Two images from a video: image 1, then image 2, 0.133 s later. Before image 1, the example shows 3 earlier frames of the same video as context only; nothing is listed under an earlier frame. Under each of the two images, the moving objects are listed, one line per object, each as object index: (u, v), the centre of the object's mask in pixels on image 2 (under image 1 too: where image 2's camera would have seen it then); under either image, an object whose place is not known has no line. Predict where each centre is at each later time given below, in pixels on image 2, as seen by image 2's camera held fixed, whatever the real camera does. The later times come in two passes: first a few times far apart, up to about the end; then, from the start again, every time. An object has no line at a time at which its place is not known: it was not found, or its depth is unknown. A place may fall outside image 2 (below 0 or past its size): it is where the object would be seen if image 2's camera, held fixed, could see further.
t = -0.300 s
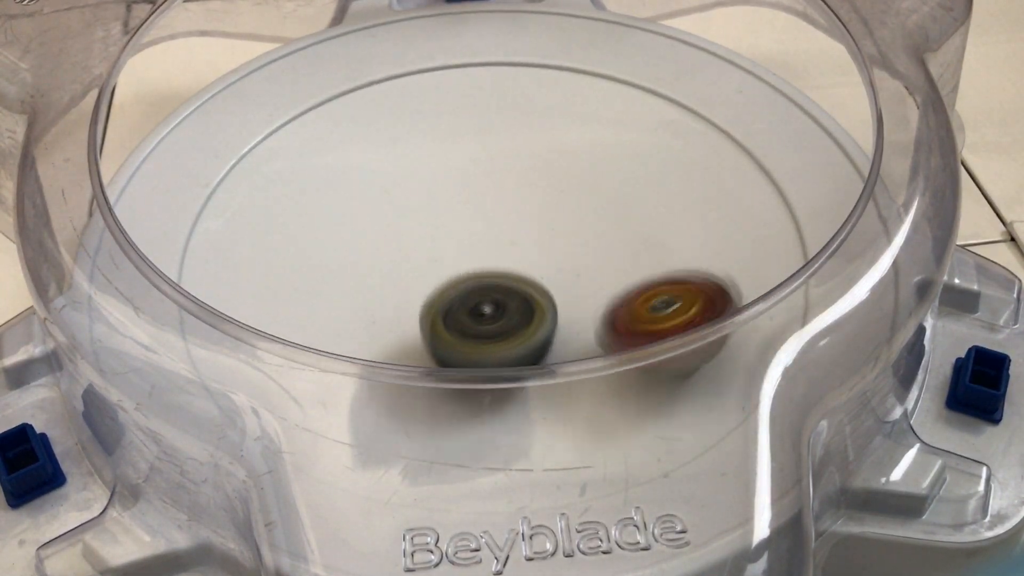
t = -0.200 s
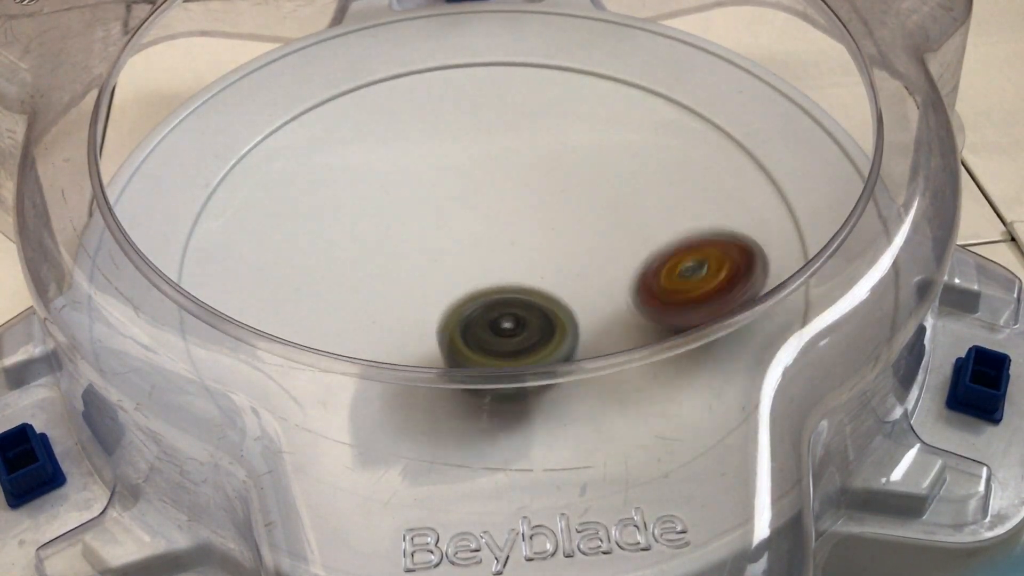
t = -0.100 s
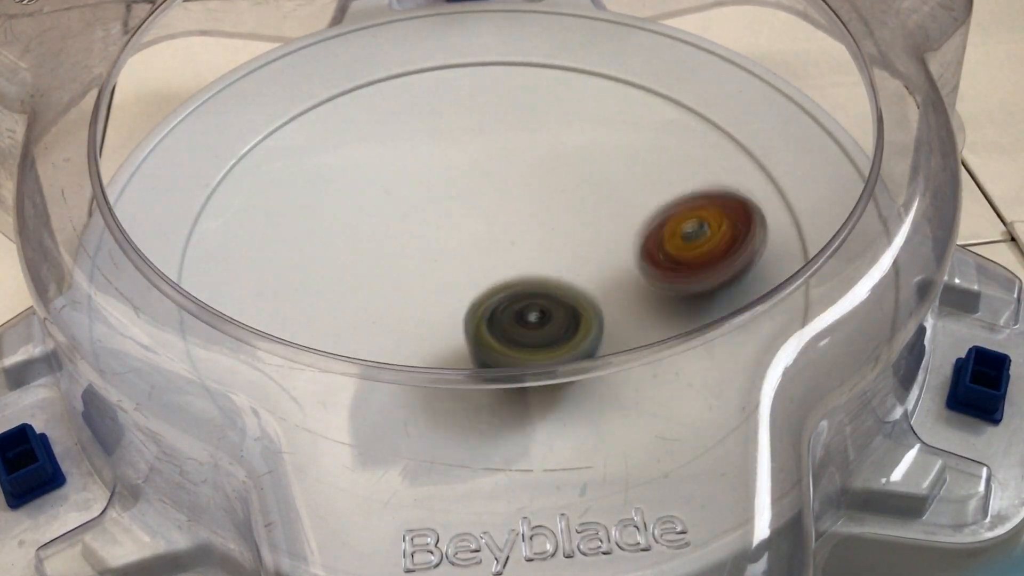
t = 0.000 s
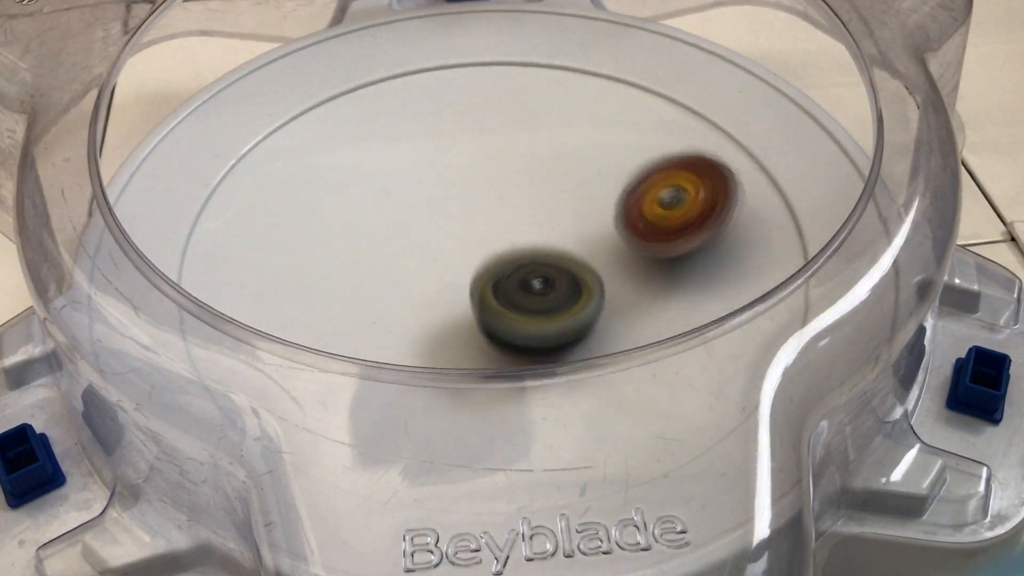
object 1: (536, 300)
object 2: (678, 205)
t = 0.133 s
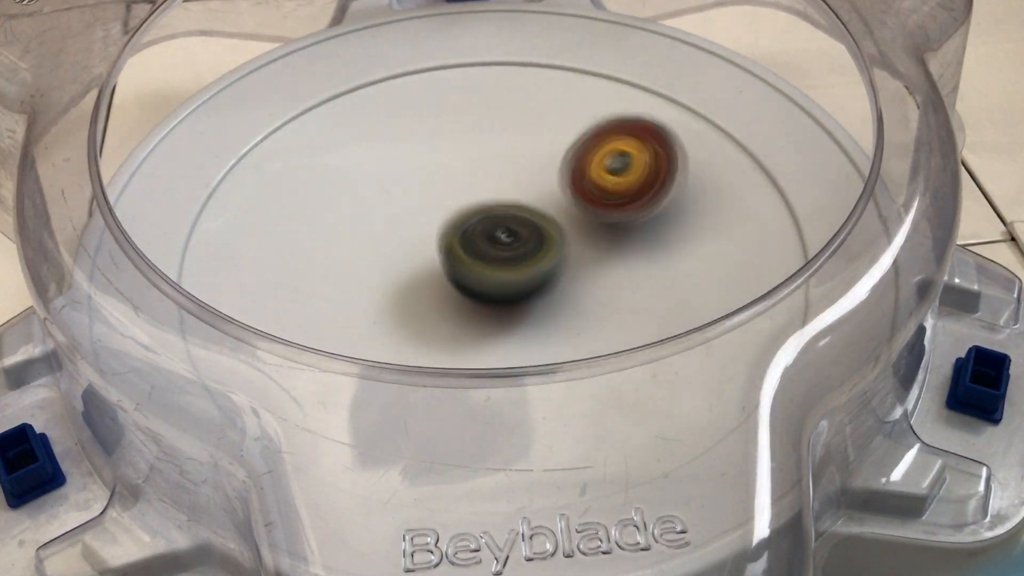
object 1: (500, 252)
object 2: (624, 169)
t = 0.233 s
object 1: (458, 226)
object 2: (568, 157)
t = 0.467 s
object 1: (346, 253)
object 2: (444, 149)
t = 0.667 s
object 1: (399, 305)
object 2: (367, 187)
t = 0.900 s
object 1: (535, 251)
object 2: (365, 271)
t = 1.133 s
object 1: (549, 165)
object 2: (471, 321)
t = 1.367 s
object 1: (478, 160)
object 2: (594, 286)
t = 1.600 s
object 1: (481, 247)
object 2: (621, 204)
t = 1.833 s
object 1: (579, 286)
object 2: (554, 155)
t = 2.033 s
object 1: (616, 251)
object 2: (468, 163)
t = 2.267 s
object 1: (532, 224)
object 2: (394, 225)
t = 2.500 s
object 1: (500, 238)
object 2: (395, 299)
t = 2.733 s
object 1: (544, 218)
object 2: (497, 318)
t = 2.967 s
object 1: (506, 182)
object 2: (570, 271)
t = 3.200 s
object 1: (395, 200)
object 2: (581, 209)
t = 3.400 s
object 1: (367, 262)
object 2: (535, 187)
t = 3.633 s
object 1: (478, 318)
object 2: (488, 190)
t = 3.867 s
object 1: (582, 316)
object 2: (504, 195)
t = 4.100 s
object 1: (625, 259)
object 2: (503, 200)
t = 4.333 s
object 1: (671, 241)
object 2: (460, 205)
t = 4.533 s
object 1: (593, 237)
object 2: (468, 234)
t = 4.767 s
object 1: (609, 297)
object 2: (408, 222)
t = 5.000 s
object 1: (567, 319)
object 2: (411, 222)
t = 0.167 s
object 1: (486, 242)
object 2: (606, 165)
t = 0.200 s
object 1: (472, 234)
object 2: (588, 161)
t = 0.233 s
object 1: (458, 226)
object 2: (568, 157)
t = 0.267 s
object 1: (443, 220)
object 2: (550, 154)
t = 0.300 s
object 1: (429, 215)
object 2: (528, 153)
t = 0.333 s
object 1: (411, 216)
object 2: (513, 150)
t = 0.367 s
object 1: (387, 224)
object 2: (495, 146)
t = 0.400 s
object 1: (369, 232)
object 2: (477, 146)
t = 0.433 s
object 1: (356, 242)
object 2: (464, 147)
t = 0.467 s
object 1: (346, 253)
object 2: (444, 149)
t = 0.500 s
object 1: (342, 265)
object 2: (429, 153)
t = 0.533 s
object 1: (342, 277)
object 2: (415, 156)
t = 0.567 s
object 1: (348, 288)
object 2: (399, 162)
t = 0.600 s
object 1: (361, 296)
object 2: (387, 170)
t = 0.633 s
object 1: (378, 302)
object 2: (377, 175)
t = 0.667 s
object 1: (399, 305)
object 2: (367, 187)
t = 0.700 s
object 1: (421, 305)
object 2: (358, 197)
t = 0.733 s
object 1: (445, 302)
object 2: (354, 207)
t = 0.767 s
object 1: (468, 295)
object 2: (351, 220)
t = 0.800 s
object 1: (489, 287)
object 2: (350, 233)
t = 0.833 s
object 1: (507, 276)
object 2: (352, 244)
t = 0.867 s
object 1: (523, 264)
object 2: (359, 258)
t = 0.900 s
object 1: (535, 251)
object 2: (365, 271)
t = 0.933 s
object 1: (544, 237)
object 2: (373, 282)
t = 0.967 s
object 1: (551, 224)
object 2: (386, 293)
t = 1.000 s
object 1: (555, 210)
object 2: (400, 302)
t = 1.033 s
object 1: (557, 198)
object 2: (415, 309)
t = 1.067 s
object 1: (557, 186)
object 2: (432, 315)
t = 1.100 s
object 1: (554, 175)
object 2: (453, 319)
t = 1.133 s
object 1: (549, 165)
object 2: (471, 321)
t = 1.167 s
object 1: (541, 157)
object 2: (489, 321)
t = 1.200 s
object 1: (532, 151)
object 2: (513, 319)
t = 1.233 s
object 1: (521, 147)
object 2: (531, 316)
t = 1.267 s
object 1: (509, 146)
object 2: (548, 312)
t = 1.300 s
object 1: (498, 148)
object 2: (565, 304)
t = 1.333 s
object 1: (487, 153)
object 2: (583, 295)
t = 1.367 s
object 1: (478, 160)
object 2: (594, 286)
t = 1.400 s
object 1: (470, 169)
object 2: (605, 276)
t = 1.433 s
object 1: (466, 180)
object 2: (614, 263)
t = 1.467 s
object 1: (463, 194)
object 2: (620, 252)
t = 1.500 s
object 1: (463, 208)
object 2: (623, 240)
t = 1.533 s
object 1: (466, 221)
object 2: (625, 228)
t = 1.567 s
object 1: (472, 235)
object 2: (623, 216)
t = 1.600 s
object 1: (481, 247)
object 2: (621, 204)
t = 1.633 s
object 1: (492, 258)
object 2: (616, 195)
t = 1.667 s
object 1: (504, 267)
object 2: (610, 186)
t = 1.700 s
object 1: (518, 275)
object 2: (601, 177)
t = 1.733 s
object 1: (533, 281)
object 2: (590, 170)
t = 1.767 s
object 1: (549, 285)
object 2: (581, 163)
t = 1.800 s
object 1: (564, 287)
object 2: (568, 159)
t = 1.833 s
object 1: (579, 286)
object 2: (554, 155)
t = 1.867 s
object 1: (592, 284)
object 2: (539, 153)
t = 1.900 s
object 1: (602, 280)
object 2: (525, 153)
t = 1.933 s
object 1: (611, 274)
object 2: (512, 152)
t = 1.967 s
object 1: (617, 268)
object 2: (497, 154)
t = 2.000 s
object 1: (618, 260)
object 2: (480, 159)
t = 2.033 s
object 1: (616, 251)
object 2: (468, 163)
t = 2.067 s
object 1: (610, 243)
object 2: (456, 170)
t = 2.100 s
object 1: (599, 237)
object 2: (443, 175)
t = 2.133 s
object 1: (585, 233)
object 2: (432, 185)
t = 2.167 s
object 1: (570, 229)
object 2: (421, 194)
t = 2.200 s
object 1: (554, 226)
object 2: (415, 203)
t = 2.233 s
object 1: (536, 225)
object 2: (408, 213)
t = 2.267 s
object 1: (532, 224)
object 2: (394, 225)
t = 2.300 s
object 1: (528, 224)
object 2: (386, 239)
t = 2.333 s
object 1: (521, 224)
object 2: (383, 248)
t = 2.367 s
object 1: (516, 226)
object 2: (380, 258)
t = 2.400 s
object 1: (510, 228)
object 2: (379, 270)
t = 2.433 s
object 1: (504, 231)
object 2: (384, 281)
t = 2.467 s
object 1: (499, 235)
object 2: (391, 291)
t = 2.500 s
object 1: (500, 238)
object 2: (395, 299)
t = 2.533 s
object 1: (508, 239)
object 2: (402, 305)
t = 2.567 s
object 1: (514, 238)
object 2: (414, 311)
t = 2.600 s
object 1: (521, 237)
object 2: (430, 315)
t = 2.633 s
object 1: (527, 236)
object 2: (447, 318)
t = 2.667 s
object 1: (534, 233)
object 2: (463, 318)
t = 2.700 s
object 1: (539, 228)
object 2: (479, 318)
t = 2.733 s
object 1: (544, 218)
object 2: (497, 318)
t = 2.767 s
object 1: (545, 209)
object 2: (512, 317)
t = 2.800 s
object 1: (543, 200)
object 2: (525, 313)
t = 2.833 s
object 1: (538, 192)
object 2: (537, 308)
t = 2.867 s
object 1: (532, 187)
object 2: (549, 300)
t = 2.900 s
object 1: (524, 183)
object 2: (559, 291)
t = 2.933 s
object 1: (516, 182)
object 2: (566, 281)
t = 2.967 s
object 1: (506, 182)
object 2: (570, 271)
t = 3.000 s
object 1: (497, 184)
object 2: (572, 260)
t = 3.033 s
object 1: (487, 187)
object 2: (573, 250)
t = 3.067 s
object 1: (469, 187)
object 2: (580, 239)
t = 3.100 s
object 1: (446, 187)
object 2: (585, 229)
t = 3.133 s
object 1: (425, 190)
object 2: (586, 219)
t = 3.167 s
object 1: (409, 195)
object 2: (582, 214)
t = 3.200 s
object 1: (395, 200)
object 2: (581, 209)
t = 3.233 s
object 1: (381, 208)
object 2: (578, 202)
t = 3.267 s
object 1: (371, 217)
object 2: (570, 195)
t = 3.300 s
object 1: (364, 227)
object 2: (558, 191)
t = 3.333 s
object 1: (363, 239)
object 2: (549, 191)
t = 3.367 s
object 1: (363, 251)
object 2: (541, 189)
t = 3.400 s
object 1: (367, 262)
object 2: (535, 187)
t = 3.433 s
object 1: (378, 273)
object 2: (525, 188)
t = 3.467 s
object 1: (393, 282)
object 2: (512, 192)
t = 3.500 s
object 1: (410, 289)
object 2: (503, 198)
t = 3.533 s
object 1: (429, 293)
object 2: (497, 203)
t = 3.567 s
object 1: (452, 296)
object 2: (491, 203)
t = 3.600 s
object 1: (466, 310)
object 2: (488, 196)
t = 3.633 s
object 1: (478, 318)
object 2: (488, 190)
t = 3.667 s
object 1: (492, 323)
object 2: (485, 188)
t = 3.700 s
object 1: (508, 325)
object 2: (487, 188)
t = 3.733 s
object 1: (524, 326)
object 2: (492, 190)
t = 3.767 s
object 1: (538, 326)
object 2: (498, 190)
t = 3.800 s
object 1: (554, 323)
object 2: (500, 191)
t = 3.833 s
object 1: (570, 320)
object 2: (501, 192)
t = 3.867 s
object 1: (582, 316)
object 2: (504, 195)
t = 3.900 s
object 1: (594, 309)
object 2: (507, 197)
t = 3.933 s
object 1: (603, 301)
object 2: (509, 200)
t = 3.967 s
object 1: (607, 291)
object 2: (517, 203)
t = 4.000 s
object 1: (608, 279)
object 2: (519, 206)
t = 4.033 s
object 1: (611, 269)
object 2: (518, 206)
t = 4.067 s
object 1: (615, 262)
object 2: (512, 207)
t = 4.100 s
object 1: (625, 259)
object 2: (503, 200)
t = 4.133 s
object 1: (643, 260)
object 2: (487, 197)
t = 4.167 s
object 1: (654, 259)
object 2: (474, 201)
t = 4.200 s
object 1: (665, 256)
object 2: (469, 203)
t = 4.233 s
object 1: (672, 252)
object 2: (471, 207)
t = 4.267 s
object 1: (677, 248)
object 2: (469, 205)
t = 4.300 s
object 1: (676, 244)
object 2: (465, 203)
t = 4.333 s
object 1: (671, 241)
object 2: (460, 205)
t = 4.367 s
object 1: (664, 237)
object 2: (458, 211)
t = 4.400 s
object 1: (650, 235)
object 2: (459, 218)
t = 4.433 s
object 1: (635, 233)
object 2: (464, 226)
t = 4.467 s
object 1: (618, 232)
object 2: (469, 232)
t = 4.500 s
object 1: (599, 234)
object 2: (471, 236)
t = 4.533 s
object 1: (593, 237)
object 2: (468, 234)
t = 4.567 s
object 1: (586, 245)
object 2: (462, 232)
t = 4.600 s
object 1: (580, 252)
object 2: (463, 232)
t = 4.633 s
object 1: (579, 263)
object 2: (459, 235)
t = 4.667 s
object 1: (591, 274)
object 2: (441, 232)
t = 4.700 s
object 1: (602, 284)
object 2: (430, 228)
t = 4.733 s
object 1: (609, 293)
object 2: (416, 227)
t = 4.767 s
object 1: (609, 297)
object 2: (408, 222)
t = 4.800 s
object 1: (611, 300)
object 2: (406, 223)
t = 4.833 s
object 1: (608, 304)
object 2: (405, 221)
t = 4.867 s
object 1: (605, 307)
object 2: (405, 224)
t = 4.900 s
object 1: (597, 312)
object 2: (408, 223)
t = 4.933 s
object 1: (591, 314)
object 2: (410, 222)
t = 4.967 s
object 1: (577, 318)
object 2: (410, 222)
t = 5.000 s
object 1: (567, 319)
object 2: (411, 222)
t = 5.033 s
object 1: (553, 321)
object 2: (411, 227)
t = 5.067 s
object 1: (541, 320)
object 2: (416, 229)
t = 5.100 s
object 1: (528, 319)
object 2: (422, 234)
